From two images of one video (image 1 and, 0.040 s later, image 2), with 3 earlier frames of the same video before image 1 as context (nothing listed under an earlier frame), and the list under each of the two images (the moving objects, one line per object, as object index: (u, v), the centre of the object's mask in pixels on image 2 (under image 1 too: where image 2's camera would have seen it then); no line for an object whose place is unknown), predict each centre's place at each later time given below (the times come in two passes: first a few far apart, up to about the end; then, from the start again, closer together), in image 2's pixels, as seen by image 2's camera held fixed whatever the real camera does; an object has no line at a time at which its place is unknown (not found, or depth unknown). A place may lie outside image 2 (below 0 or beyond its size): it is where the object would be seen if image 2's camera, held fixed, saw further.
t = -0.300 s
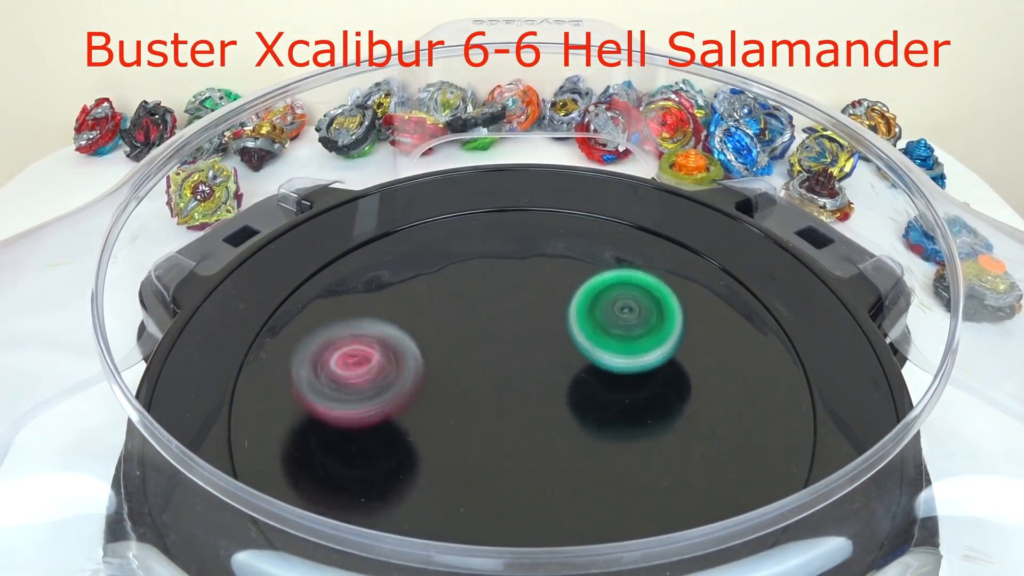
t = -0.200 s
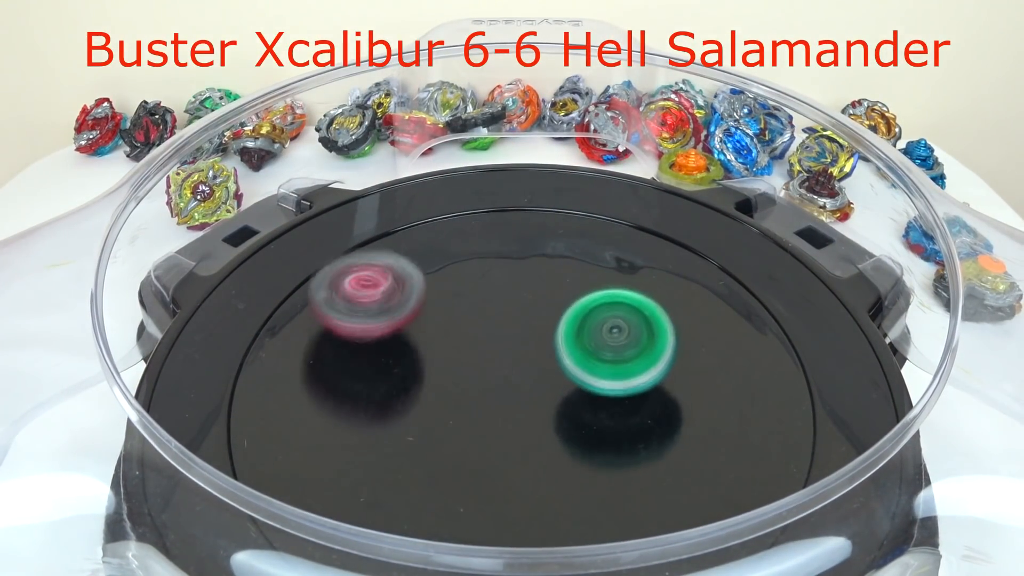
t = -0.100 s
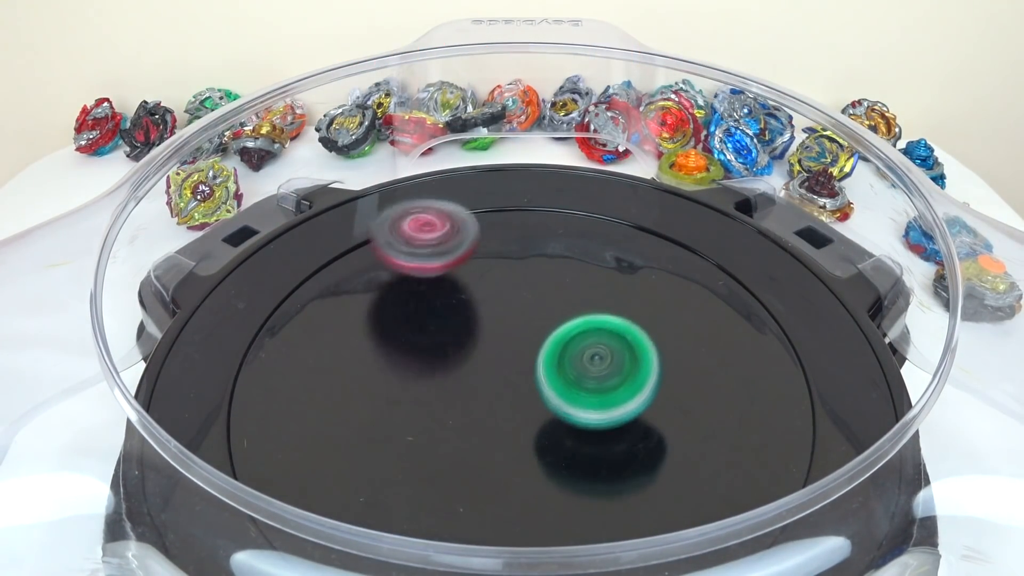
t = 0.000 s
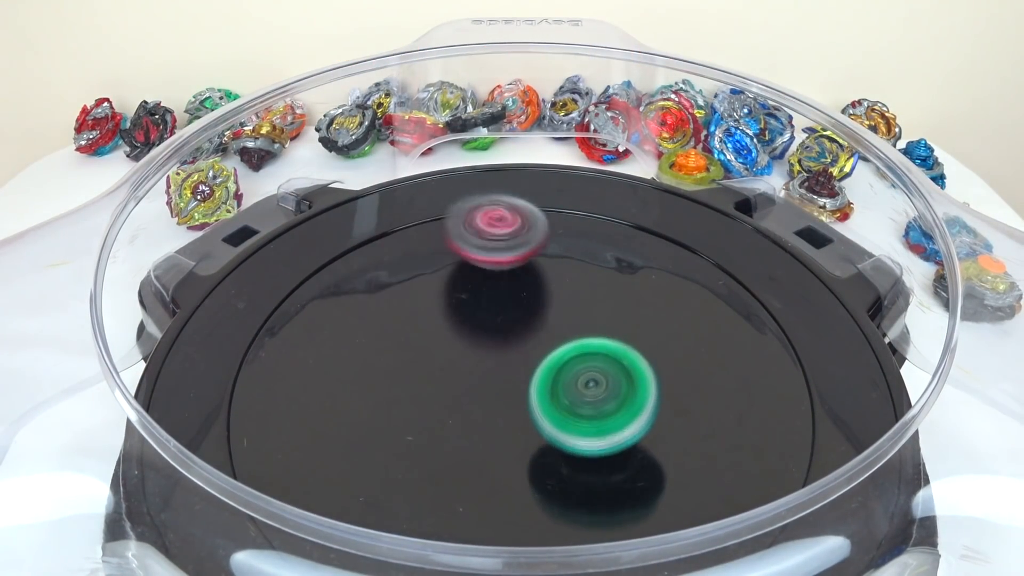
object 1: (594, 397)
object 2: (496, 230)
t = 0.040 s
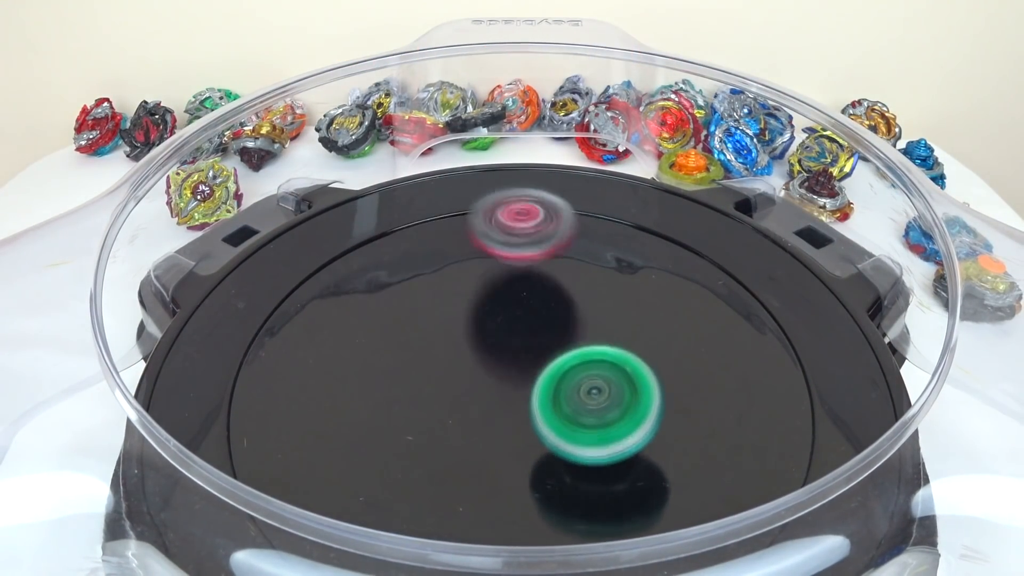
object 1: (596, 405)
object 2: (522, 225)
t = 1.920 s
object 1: (354, 303)
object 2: (382, 394)
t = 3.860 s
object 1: (615, 322)
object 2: (445, 352)
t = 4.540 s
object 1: (606, 435)
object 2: (487, 367)
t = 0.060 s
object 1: (598, 409)
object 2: (536, 229)
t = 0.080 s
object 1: (600, 412)
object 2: (549, 240)
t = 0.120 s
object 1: (604, 419)
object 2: (571, 266)
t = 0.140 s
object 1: (605, 421)
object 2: (578, 272)
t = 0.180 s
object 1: (609, 424)
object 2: (593, 307)
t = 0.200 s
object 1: (612, 431)
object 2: (599, 326)
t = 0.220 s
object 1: (615, 443)
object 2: (606, 326)
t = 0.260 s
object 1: (621, 464)
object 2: (615, 337)
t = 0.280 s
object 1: (624, 471)
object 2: (615, 338)
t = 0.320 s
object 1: (631, 478)
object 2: (610, 348)
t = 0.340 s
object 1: (634, 482)
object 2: (604, 351)
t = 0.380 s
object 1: (639, 484)
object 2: (584, 360)
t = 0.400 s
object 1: (642, 484)
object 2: (571, 366)
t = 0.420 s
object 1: (644, 484)
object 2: (560, 368)
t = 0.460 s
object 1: (646, 482)
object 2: (538, 374)
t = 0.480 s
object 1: (647, 482)
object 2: (527, 377)
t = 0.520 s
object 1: (644, 477)
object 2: (506, 377)
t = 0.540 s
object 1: (642, 471)
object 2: (496, 377)
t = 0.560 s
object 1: (638, 468)
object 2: (487, 374)
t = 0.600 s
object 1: (630, 451)
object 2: (475, 367)
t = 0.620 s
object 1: (624, 445)
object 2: (470, 364)
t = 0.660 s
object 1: (609, 430)
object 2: (464, 358)
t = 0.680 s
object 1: (602, 422)
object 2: (463, 354)
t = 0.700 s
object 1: (592, 414)
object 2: (465, 347)
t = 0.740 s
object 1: (574, 402)
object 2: (471, 339)
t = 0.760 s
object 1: (568, 398)
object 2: (473, 331)
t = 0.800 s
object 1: (556, 394)
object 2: (479, 319)
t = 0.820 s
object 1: (552, 398)
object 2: (481, 310)
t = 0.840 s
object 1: (556, 412)
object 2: (475, 290)
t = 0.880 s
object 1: (560, 441)
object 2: (468, 254)
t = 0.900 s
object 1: (559, 453)
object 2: (465, 237)
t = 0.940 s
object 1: (557, 479)
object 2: (463, 213)
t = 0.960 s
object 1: (557, 488)
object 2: (465, 204)
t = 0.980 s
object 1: (555, 493)
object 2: (466, 200)
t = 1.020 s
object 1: (552, 502)
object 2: (473, 185)
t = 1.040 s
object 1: (550, 506)
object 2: (477, 188)
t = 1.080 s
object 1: (548, 511)
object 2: (482, 197)
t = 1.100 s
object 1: (546, 513)
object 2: (484, 199)
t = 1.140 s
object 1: (542, 516)
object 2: (491, 216)
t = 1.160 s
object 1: (541, 517)
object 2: (497, 221)
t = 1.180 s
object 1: (539, 517)
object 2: (503, 233)
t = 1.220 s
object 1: (533, 516)
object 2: (521, 252)
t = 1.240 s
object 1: (530, 514)
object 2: (530, 264)
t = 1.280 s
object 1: (522, 510)
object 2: (544, 283)
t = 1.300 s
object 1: (519, 508)
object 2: (550, 295)
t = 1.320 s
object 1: (513, 505)
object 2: (558, 303)
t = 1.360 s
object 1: (503, 497)
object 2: (571, 320)
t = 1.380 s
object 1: (497, 491)
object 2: (576, 330)
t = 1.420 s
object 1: (488, 475)
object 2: (586, 343)
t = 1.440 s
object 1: (482, 465)
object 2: (589, 349)
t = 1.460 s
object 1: (477, 454)
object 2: (593, 362)
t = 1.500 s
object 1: (465, 434)
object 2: (595, 368)
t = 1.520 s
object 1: (458, 424)
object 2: (594, 371)
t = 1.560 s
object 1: (446, 405)
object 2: (589, 392)
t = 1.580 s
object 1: (438, 395)
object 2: (578, 382)
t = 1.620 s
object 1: (425, 378)
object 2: (557, 384)
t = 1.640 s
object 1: (420, 370)
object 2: (545, 396)
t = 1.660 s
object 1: (414, 362)
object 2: (532, 408)
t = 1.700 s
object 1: (402, 347)
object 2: (500, 410)
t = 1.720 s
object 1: (397, 342)
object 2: (484, 419)
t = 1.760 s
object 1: (387, 329)
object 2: (456, 416)
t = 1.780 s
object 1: (382, 325)
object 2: (443, 420)
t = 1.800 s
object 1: (377, 319)
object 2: (432, 416)
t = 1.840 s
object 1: (369, 312)
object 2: (413, 409)
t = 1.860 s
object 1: (365, 310)
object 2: (403, 401)
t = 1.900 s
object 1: (357, 306)
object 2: (386, 393)
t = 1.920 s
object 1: (354, 303)
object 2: (382, 394)
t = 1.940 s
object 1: (352, 297)
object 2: (381, 396)
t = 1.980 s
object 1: (346, 287)
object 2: (383, 399)
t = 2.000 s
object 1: (343, 283)
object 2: (385, 399)
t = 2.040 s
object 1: (340, 277)
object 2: (397, 397)
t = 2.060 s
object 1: (339, 276)
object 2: (404, 395)
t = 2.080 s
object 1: (338, 275)
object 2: (411, 391)
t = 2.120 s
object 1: (338, 276)
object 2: (429, 381)
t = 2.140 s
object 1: (340, 278)
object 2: (439, 377)
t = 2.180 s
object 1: (344, 282)
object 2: (457, 365)
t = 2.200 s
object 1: (347, 285)
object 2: (464, 354)
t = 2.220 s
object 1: (351, 289)
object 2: (471, 347)
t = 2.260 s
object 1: (360, 296)
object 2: (481, 338)
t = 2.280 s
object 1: (367, 300)
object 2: (484, 330)
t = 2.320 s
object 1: (375, 306)
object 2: (496, 326)
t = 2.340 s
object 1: (380, 308)
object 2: (501, 319)
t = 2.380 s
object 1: (390, 311)
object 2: (513, 325)
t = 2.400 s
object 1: (396, 313)
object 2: (517, 326)
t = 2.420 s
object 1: (397, 315)
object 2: (522, 319)
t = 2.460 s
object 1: (385, 316)
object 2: (555, 321)
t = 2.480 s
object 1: (380, 317)
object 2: (572, 320)
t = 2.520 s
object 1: (377, 317)
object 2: (605, 317)
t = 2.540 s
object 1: (378, 318)
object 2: (619, 317)
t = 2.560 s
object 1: (379, 318)
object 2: (633, 322)
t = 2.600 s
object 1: (385, 317)
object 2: (652, 323)
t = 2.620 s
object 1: (390, 317)
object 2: (659, 328)
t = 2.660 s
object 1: (401, 315)
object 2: (669, 352)
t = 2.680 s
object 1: (408, 313)
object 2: (667, 351)
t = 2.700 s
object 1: (416, 312)
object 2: (664, 358)
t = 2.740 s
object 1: (431, 309)
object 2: (652, 369)
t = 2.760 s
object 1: (439, 307)
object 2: (640, 374)
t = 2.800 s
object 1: (457, 301)
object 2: (618, 379)
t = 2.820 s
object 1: (466, 298)
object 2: (606, 385)
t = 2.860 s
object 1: (482, 291)
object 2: (582, 398)
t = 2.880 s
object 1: (490, 288)
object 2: (572, 398)
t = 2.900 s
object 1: (497, 284)
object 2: (562, 405)
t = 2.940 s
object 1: (509, 277)
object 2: (537, 416)
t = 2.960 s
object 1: (515, 273)
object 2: (525, 418)
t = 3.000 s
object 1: (526, 265)
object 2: (506, 410)
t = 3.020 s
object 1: (531, 263)
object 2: (501, 405)
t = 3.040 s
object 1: (536, 260)
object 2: (496, 396)
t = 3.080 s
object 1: (545, 256)
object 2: (487, 389)
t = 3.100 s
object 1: (550, 254)
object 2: (484, 378)
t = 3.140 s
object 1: (557, 250)
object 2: (484, 364)
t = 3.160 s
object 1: (560, 249)
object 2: (485, 352)
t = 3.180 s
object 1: (563, 248)
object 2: (487, 347)
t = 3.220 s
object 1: (567, 247)
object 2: (489, 328)
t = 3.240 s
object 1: (569, 247)
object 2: (491, 324)
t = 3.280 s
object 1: (573, 247)
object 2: (502, 305)
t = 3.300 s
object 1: (581, 245)
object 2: (496, 305)
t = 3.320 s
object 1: (593, 241)
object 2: (486, 312)
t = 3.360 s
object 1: (610, 235)
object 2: (464, 316)
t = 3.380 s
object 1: (618, 232)
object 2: (455, 314)
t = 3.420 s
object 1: (629, 228)
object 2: (441, 319)
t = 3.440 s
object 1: (633, 227)
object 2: (436, 320)
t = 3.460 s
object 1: (636, 226)
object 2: (431, 327)
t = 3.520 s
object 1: (639, 230)
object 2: (432, 327)
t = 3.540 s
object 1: (638, 232)
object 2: (435, 331)
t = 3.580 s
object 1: (633, 240)
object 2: (445, 324)
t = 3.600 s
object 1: (630, 245)
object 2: (449, 331)
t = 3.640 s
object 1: (622, 255)
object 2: (466, 320)
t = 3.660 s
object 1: (618, 262)
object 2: (476, 322)
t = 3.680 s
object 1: (613, 268)
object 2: (483, 321)
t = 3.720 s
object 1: (605, 283)
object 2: (492, 321)
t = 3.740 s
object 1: (601, 290)
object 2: (494, 322)
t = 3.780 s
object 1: (604, 299)
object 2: (483, 331)
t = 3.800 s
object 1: (606, 304)
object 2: (475, 337)
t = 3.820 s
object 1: (609, 309)
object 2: (465, 341)
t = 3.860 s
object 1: (615, 322)
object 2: (445, 352)
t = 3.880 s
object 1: (618, 329)
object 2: (439, 357)
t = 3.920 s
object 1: (624, 343)
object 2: (422, 364)
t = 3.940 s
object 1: (628, 350)
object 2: (416, 365)
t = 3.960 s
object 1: (631, 357)
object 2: (412, 366)
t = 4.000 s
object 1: (637, 371)
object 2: (404, 369)
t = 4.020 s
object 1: (639, 378)
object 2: (401, 369)
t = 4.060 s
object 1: (644, 392)
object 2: (401, 365)
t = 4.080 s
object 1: (647, 399)
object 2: (401, 365)
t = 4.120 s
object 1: (653, 411)
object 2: (398, 360)
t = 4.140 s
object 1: (657, 416)
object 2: (398, 359)
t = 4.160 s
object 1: (659, 421)
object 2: (398, 357)
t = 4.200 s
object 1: (664, 431)
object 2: (397, 354)
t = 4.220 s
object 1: (666, 435)
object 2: (398, 352)
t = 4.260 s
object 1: (669, 441)
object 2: (405, 347)
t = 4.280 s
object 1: (668, 443)
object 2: (407, 345)
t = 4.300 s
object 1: (666, 445)
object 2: (410, 343)
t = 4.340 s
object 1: (661, 446)
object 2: (417, 339)
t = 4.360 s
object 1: (657, 447)
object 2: (419, 340)
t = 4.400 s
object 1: (648, 445)
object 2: (433, 343)
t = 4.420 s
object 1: (642, 444)
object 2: (441, 345)
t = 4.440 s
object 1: (636, 442)
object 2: (449, 349)
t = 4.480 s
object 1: (623, 437)
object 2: (469, 358)
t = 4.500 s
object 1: (615, 434)
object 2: (478, 364)
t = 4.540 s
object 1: (606, 435)
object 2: (487, 367)
